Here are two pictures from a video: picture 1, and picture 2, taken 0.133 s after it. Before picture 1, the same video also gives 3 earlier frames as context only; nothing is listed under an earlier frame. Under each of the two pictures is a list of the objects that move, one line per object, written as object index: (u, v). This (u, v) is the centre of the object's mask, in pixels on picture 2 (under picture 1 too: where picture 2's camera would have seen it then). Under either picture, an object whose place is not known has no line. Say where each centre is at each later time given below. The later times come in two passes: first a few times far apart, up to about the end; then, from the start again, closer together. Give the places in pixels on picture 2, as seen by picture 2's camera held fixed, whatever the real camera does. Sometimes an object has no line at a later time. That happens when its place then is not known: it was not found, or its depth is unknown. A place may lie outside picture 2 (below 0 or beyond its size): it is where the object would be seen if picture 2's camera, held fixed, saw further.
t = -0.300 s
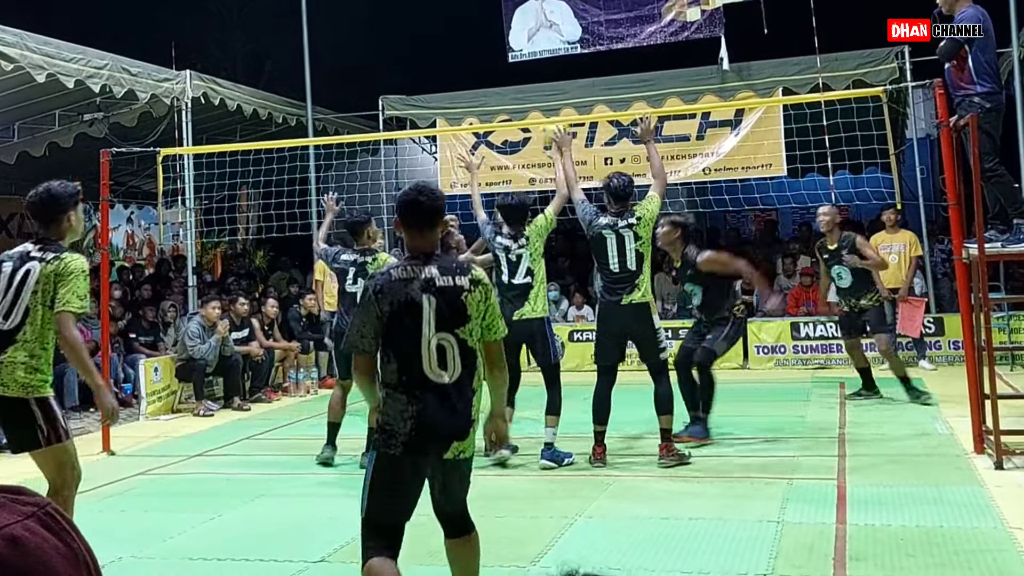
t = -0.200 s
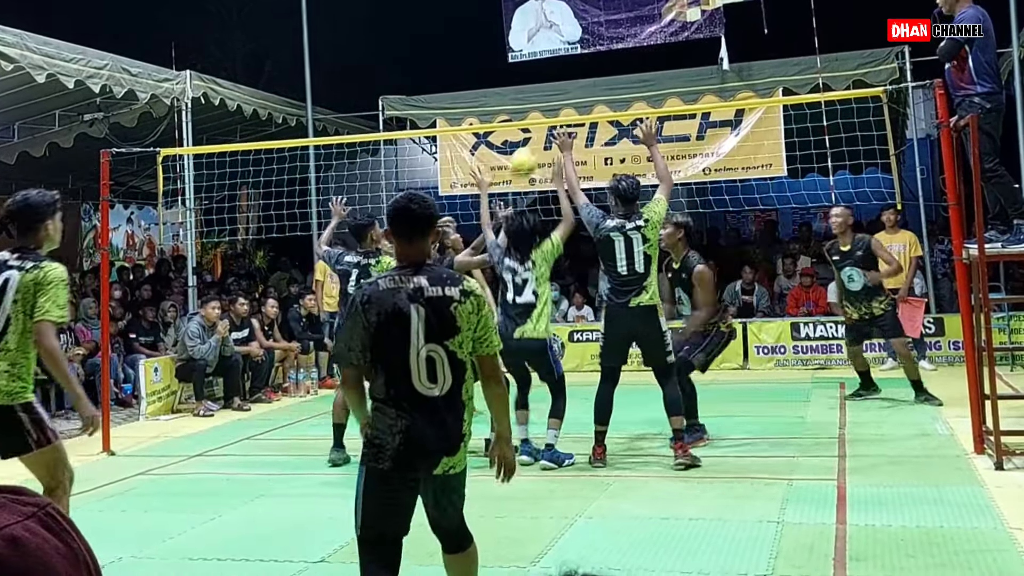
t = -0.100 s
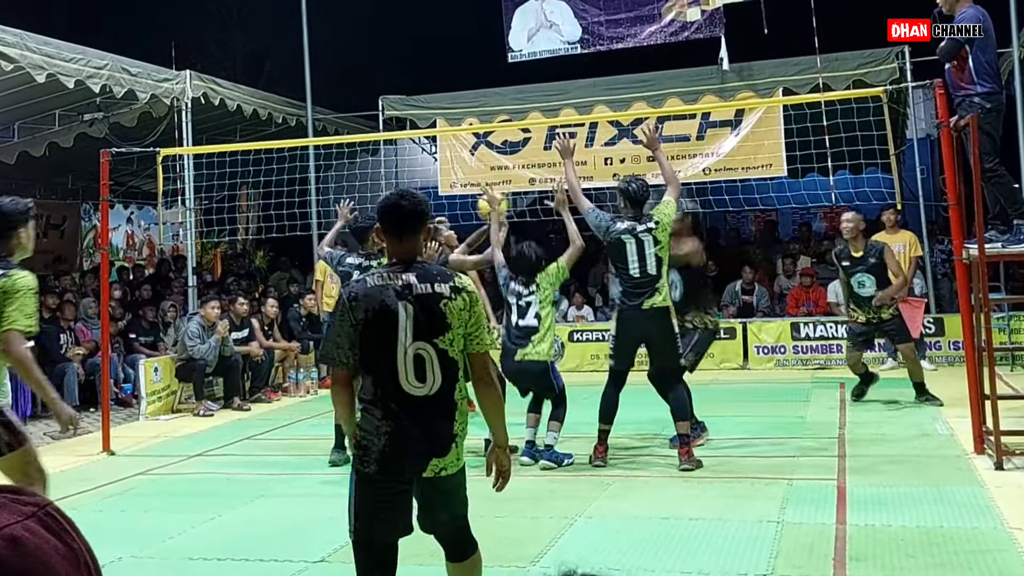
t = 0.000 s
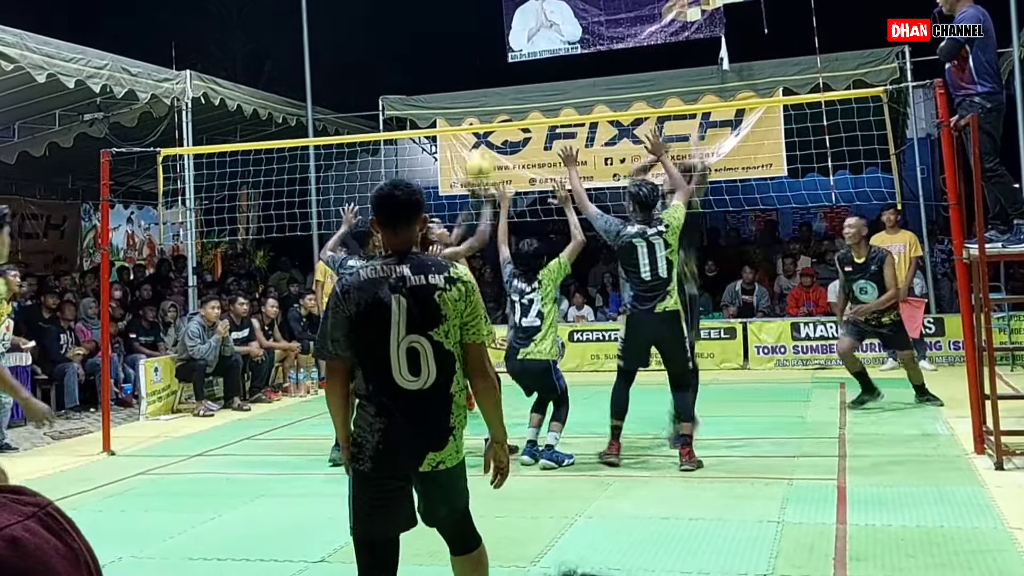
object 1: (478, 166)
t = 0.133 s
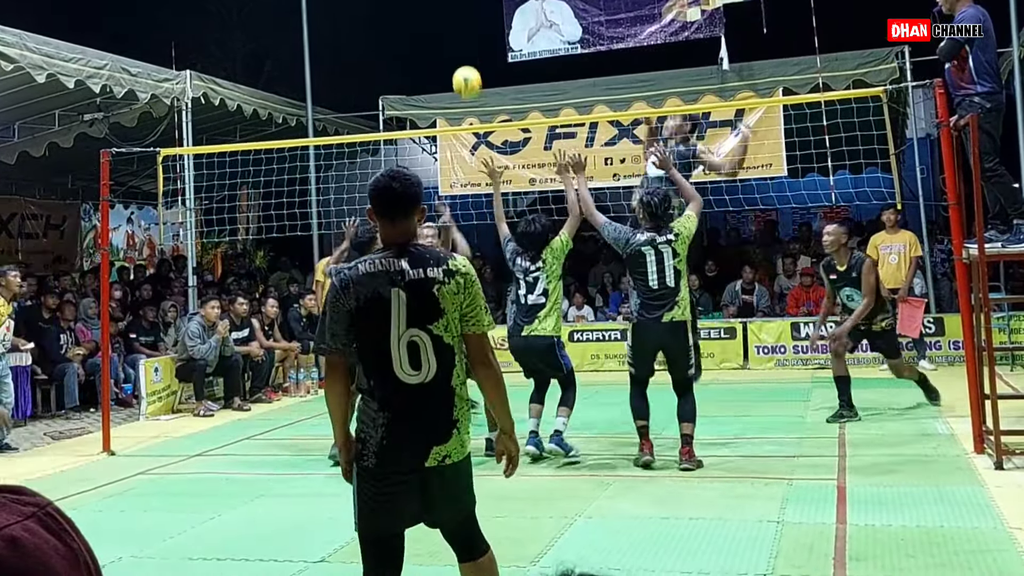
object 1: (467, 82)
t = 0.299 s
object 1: (460, 43)
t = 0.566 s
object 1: (449, 34)
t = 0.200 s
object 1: (465, 71)
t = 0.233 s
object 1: (463, 60)
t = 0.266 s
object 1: (461, 51)
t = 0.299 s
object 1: (460, 43)
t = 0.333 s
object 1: (458, 37)
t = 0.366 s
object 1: (457, 32)
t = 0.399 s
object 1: (455, 29)
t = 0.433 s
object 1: (454, 27)
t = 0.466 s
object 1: (453, 27)
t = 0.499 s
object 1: (451, 28)
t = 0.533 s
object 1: (450, 30)
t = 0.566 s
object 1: (449, 34)
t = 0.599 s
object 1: (448, 39)
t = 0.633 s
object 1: (447, 46)
